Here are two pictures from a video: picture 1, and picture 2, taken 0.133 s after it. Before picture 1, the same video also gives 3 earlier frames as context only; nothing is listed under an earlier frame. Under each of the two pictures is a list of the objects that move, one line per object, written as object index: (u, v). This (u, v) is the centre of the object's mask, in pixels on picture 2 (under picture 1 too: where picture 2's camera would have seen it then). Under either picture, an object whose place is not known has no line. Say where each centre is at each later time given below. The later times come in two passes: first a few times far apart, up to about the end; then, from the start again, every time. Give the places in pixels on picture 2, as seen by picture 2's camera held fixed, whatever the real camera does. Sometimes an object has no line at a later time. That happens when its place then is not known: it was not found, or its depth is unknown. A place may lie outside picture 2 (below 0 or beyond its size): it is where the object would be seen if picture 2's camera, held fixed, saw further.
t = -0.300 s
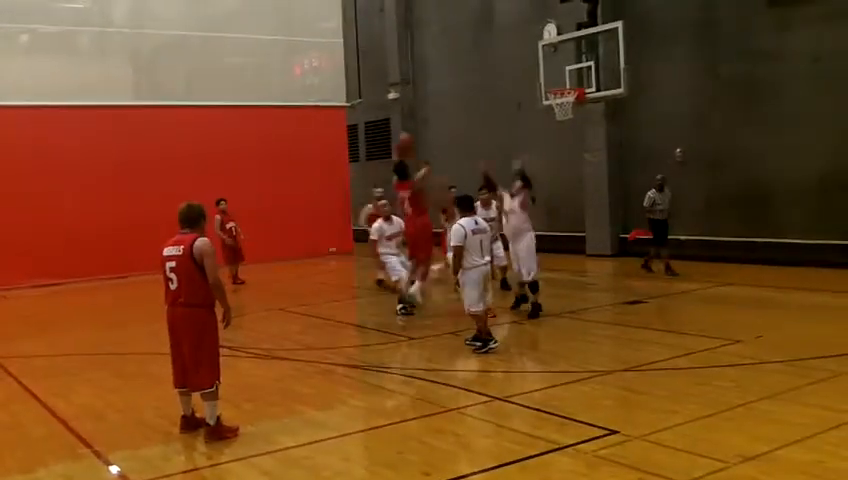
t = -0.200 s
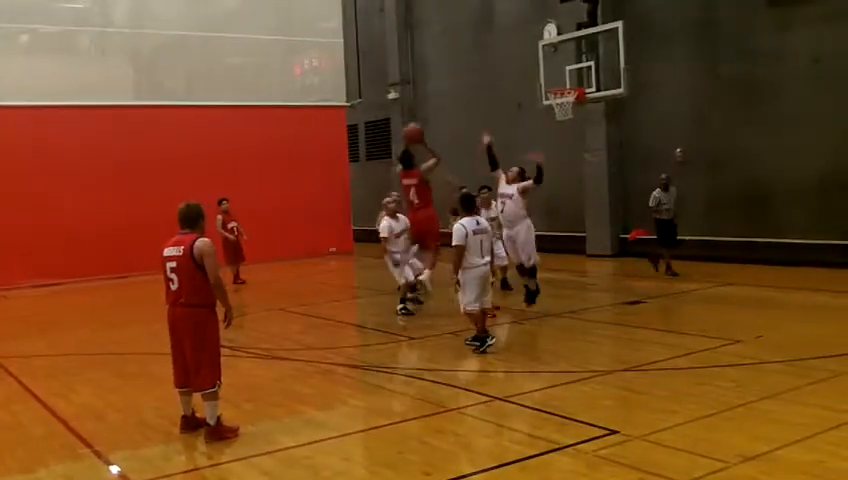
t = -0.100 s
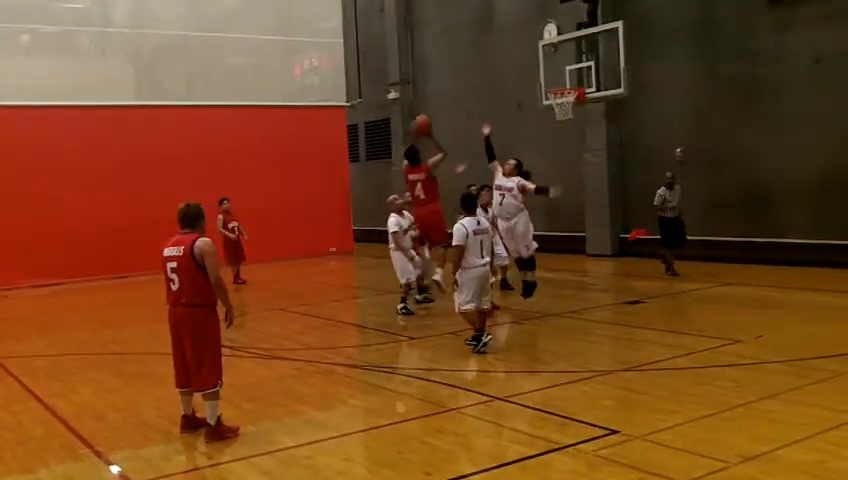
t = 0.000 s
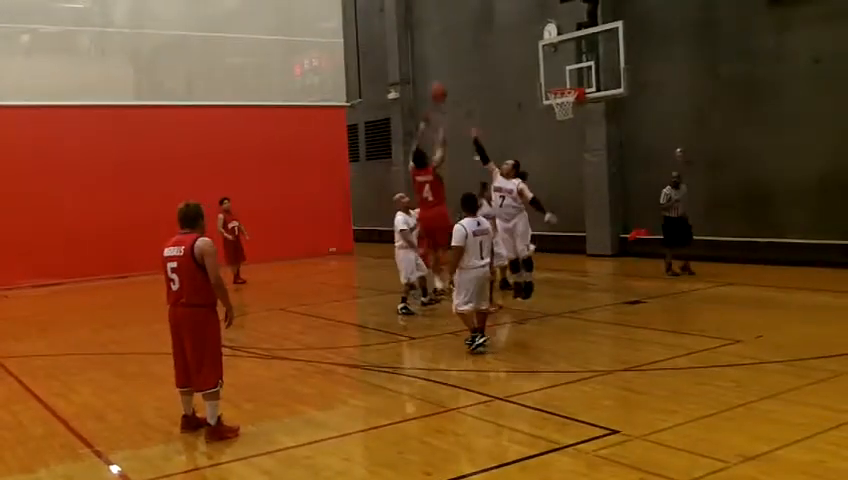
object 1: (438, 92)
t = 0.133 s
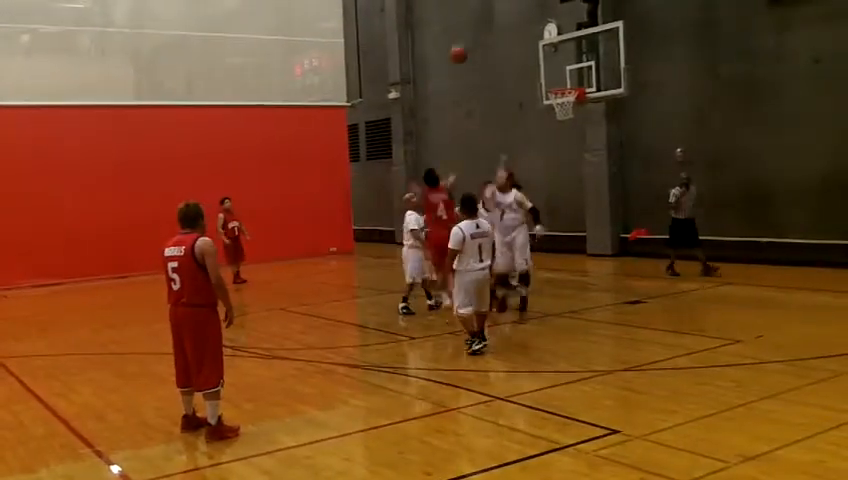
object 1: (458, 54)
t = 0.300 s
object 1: (484, 28)
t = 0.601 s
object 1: (528, 33)
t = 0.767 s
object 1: (554, 58)
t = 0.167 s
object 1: (463, 47)
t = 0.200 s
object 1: (470, 40)
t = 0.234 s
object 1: (474, 35)
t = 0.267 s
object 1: (477, 32)
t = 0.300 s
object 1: (484, 28)
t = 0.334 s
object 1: (490, 24)
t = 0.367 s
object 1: (495, 23)
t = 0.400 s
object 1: (499, 22)
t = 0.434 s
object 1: (504, 22)
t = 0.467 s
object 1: (509, 23)
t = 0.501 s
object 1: (513, 23)
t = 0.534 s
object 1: (518, 26)
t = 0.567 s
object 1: (524, 29)
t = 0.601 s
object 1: (528, 33)
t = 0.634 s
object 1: (533, 36)
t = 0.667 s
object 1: (538, 41)
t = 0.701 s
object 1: (543, 47)
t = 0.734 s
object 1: (547, 55)
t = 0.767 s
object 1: (554, 58)
